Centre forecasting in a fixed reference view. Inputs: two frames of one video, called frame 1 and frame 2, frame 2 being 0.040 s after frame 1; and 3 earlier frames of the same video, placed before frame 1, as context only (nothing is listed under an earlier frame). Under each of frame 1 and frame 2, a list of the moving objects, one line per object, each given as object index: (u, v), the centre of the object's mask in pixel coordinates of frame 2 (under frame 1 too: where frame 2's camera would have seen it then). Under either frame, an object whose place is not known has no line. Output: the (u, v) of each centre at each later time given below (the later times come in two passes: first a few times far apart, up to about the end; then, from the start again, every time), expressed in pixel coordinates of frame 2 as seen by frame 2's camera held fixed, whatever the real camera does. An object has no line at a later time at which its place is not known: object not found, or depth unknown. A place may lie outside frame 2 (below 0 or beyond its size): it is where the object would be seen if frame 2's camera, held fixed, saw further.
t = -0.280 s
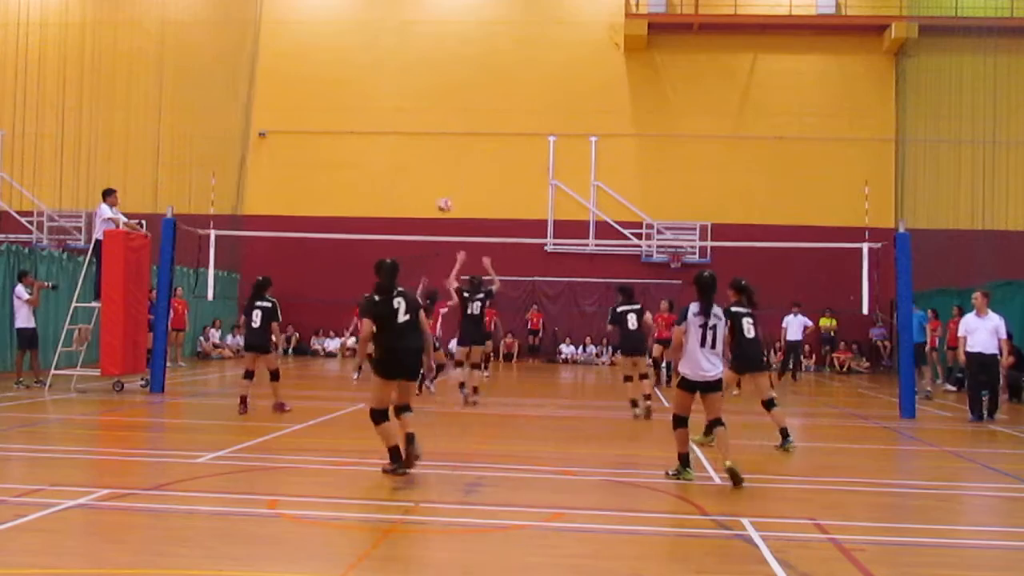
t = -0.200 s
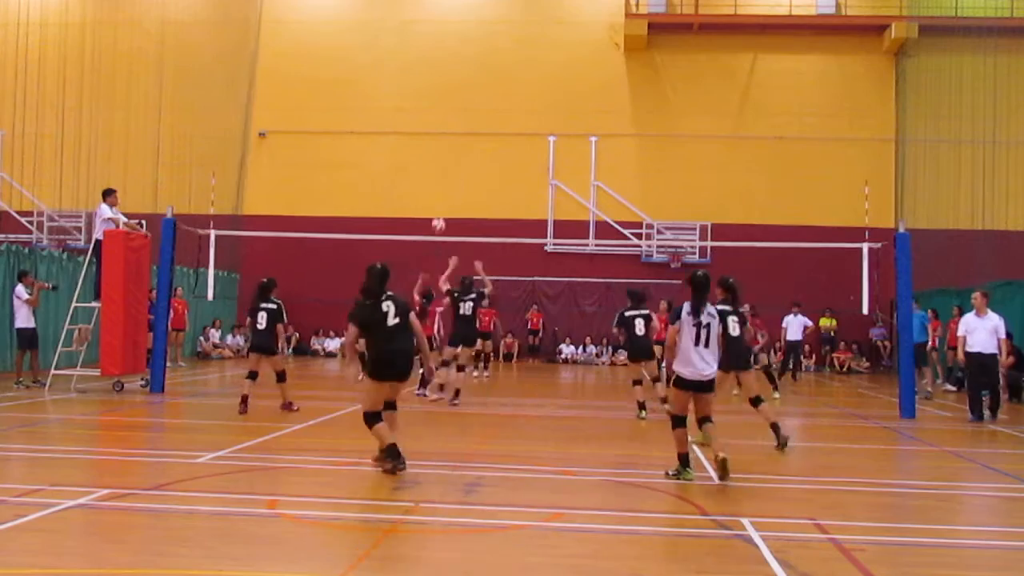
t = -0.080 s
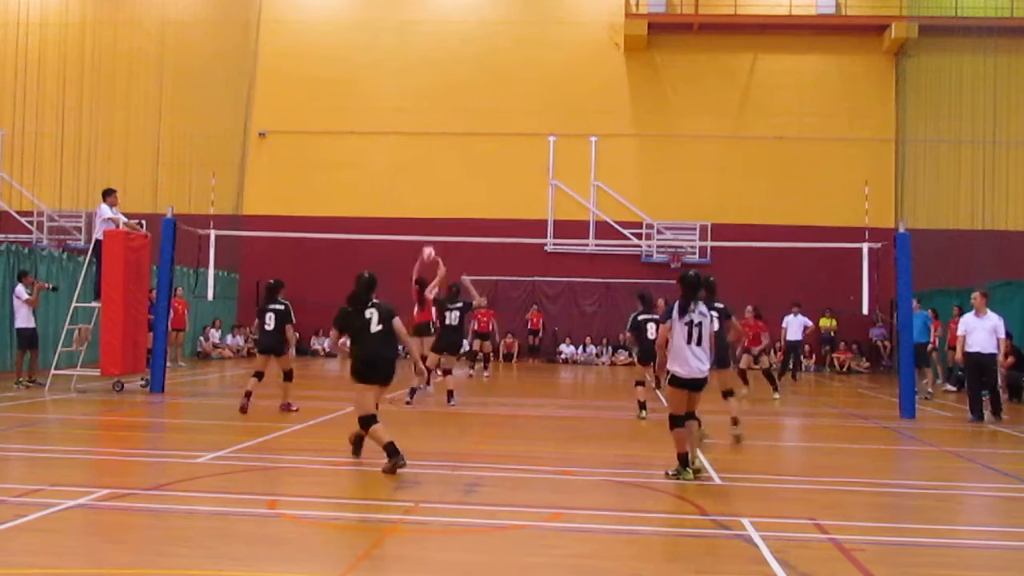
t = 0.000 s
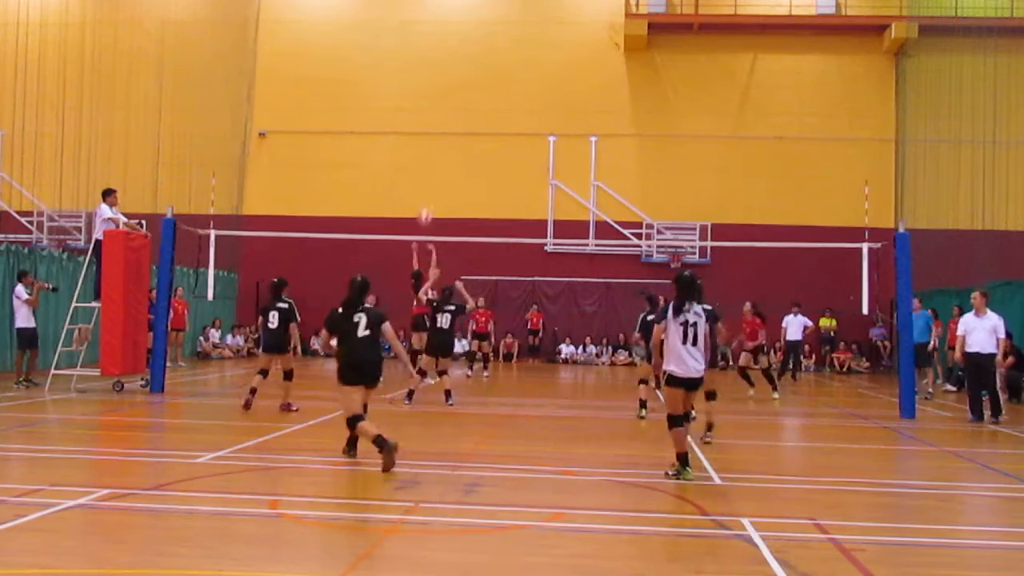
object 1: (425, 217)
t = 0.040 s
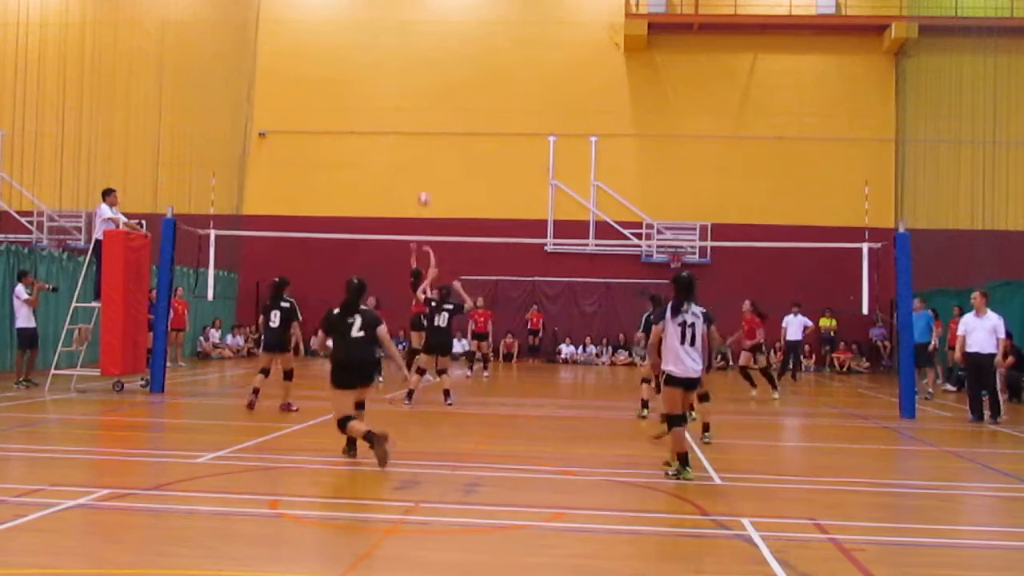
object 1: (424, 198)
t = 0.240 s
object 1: (417, 130)
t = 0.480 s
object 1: (405, 84)
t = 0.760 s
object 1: (391, 76)
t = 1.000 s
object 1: (379, 113)
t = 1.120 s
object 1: (373, 143)
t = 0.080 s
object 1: (422, 182)
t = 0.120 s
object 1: (421, 167)
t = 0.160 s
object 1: (418, 155)
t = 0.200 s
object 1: (417, 141)
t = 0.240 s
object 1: (417, 130)
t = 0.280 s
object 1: (415, 120)
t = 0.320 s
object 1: (415, 110)
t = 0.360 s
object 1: (413, 102)
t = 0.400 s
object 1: (411, 95)
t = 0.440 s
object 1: (408, 89)
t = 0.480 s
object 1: (405, 84)
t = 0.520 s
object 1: (403, 80)
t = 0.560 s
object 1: (401, 77)
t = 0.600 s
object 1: (399, 75)
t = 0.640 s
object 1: (398, 73)
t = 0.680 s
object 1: (396, 74)
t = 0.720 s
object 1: (394, 74)
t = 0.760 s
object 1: (391, 76)
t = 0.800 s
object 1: (390, 80)
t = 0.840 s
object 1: (388, 84)
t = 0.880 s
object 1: (385, 90)
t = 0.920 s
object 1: (384, 96)
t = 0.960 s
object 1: (381, 104)
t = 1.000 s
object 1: (379, 113)
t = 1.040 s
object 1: (378, 122)
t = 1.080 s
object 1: (377, 132)
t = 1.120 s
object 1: (373, 143)
